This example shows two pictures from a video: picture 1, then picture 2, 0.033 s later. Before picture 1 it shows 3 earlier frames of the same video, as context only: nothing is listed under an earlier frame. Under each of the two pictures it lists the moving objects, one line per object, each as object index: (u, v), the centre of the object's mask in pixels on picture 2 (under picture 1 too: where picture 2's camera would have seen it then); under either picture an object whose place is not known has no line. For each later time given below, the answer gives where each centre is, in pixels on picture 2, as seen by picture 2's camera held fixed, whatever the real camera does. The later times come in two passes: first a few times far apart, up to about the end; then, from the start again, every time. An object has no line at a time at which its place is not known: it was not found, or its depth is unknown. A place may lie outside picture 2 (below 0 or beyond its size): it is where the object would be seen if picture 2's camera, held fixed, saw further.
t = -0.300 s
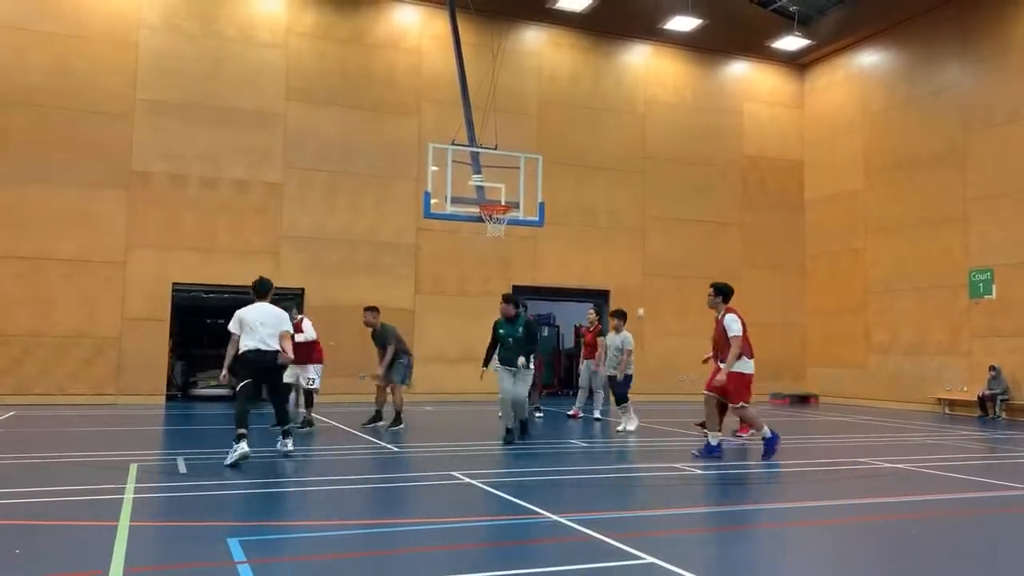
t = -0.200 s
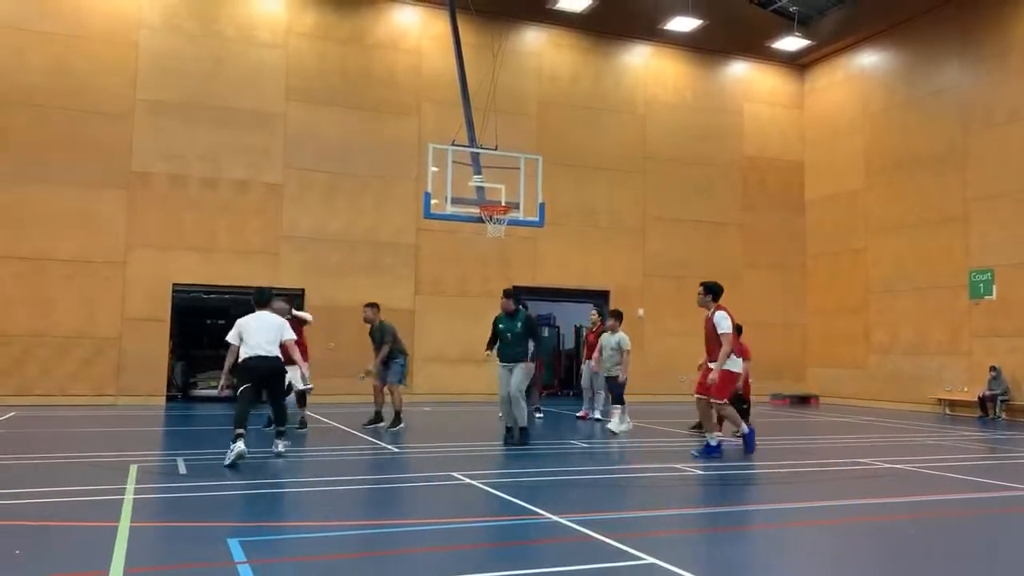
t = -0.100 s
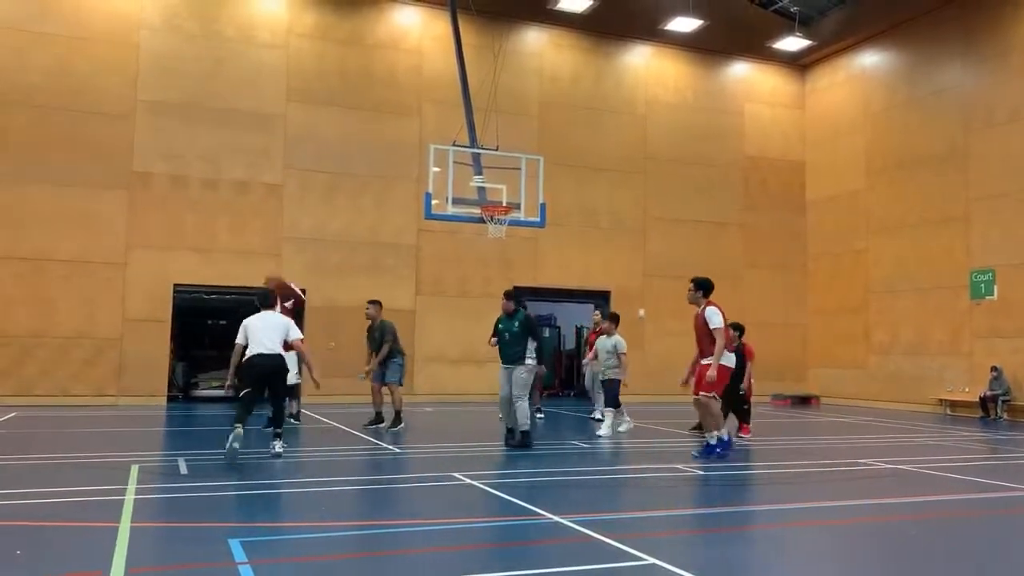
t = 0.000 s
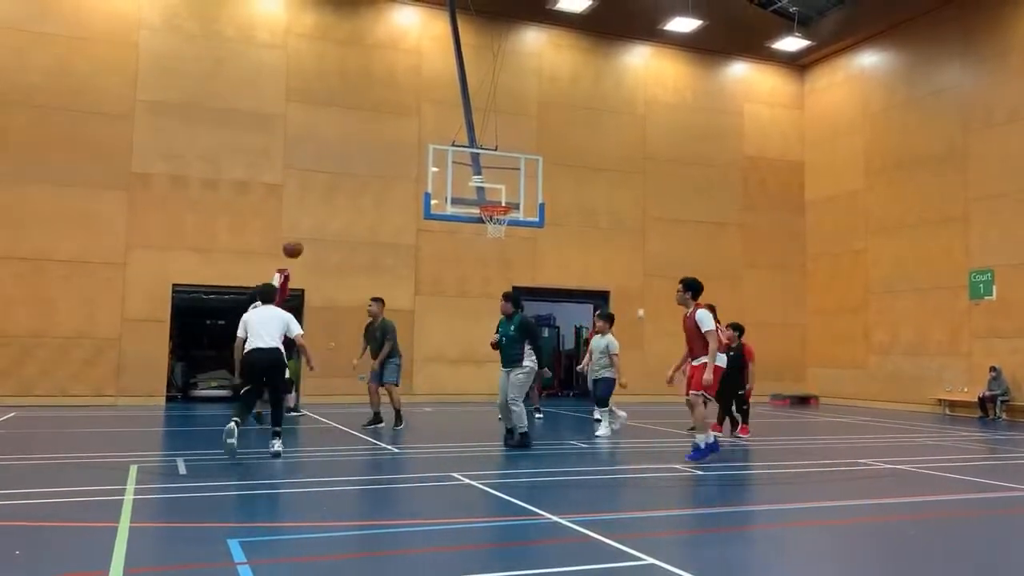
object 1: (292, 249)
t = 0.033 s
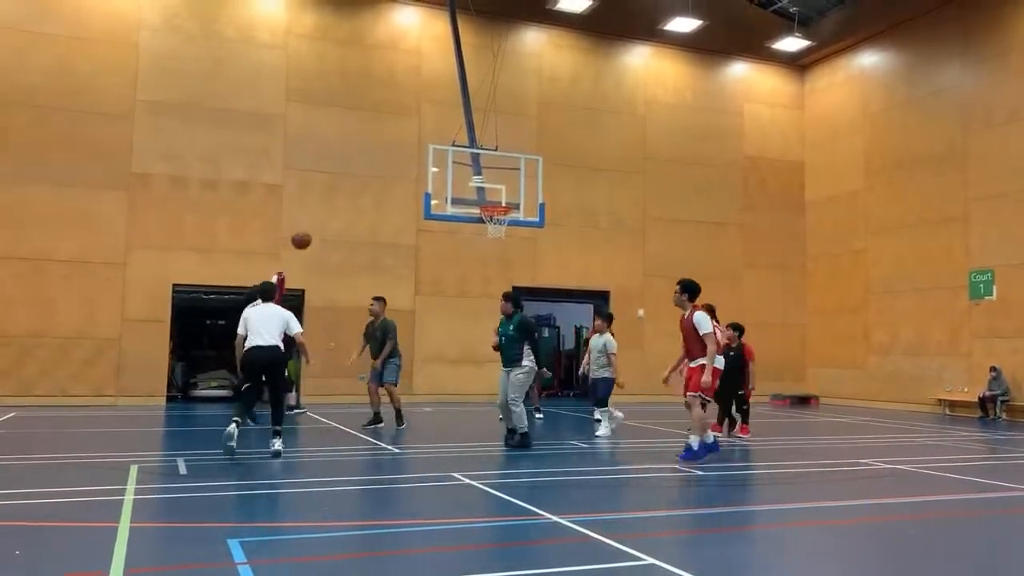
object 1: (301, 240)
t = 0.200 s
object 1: (336, 210)
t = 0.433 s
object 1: (382, 206)
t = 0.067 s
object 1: (308, 233)
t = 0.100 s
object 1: (316, 227)
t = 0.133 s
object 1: (324, 221)
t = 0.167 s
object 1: (330, 215)
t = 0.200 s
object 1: (336, 210)
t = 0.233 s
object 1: (344, 208)
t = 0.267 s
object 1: (349, 205)
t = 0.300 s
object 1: (356, 203)
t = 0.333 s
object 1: (362, 201)
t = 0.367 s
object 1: (367, 202)
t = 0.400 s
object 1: (375, 204)
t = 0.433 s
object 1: (382, 206)
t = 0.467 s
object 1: (390, 207)
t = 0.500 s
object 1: (399, 214)
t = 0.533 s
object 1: (402, 218)
